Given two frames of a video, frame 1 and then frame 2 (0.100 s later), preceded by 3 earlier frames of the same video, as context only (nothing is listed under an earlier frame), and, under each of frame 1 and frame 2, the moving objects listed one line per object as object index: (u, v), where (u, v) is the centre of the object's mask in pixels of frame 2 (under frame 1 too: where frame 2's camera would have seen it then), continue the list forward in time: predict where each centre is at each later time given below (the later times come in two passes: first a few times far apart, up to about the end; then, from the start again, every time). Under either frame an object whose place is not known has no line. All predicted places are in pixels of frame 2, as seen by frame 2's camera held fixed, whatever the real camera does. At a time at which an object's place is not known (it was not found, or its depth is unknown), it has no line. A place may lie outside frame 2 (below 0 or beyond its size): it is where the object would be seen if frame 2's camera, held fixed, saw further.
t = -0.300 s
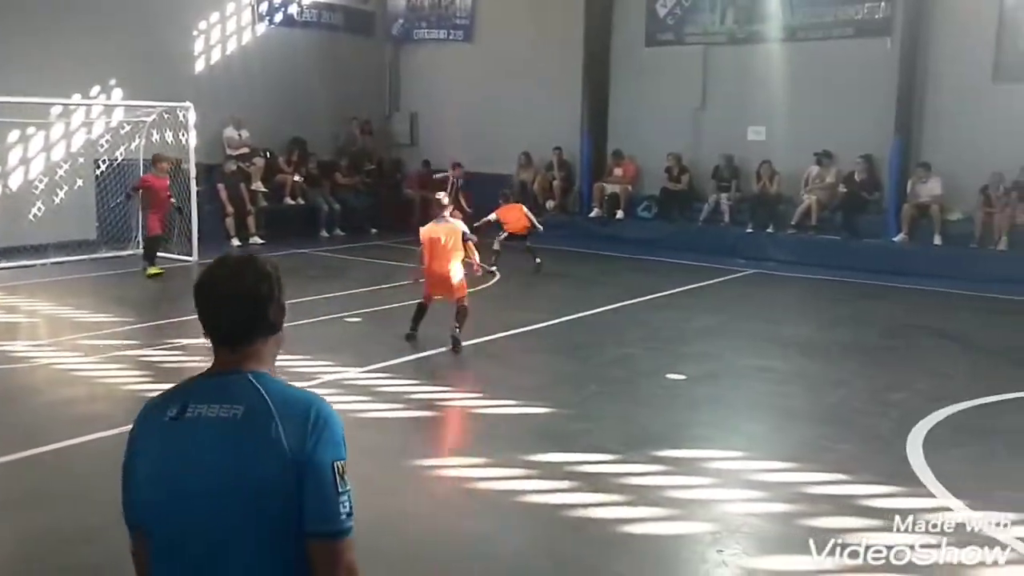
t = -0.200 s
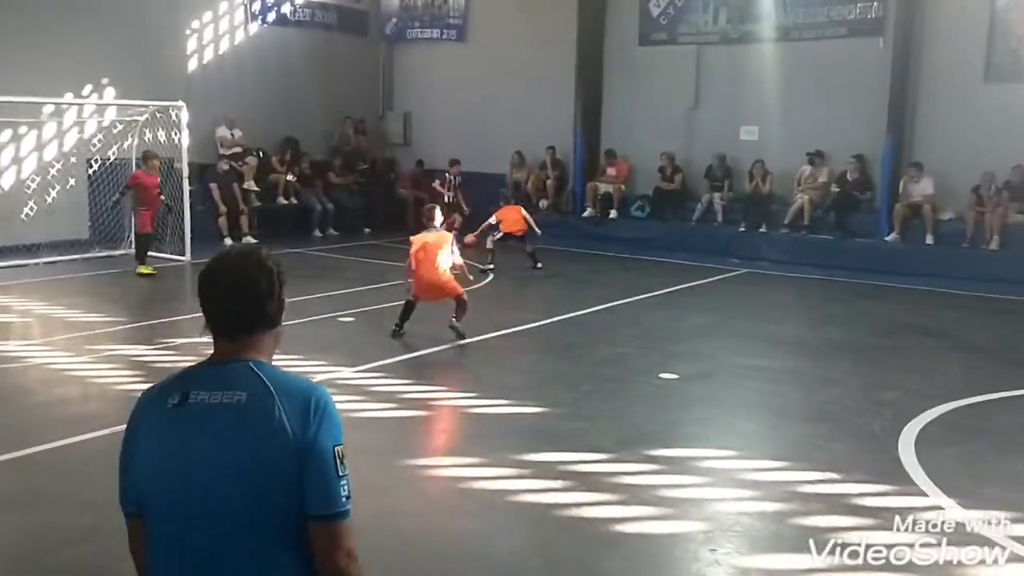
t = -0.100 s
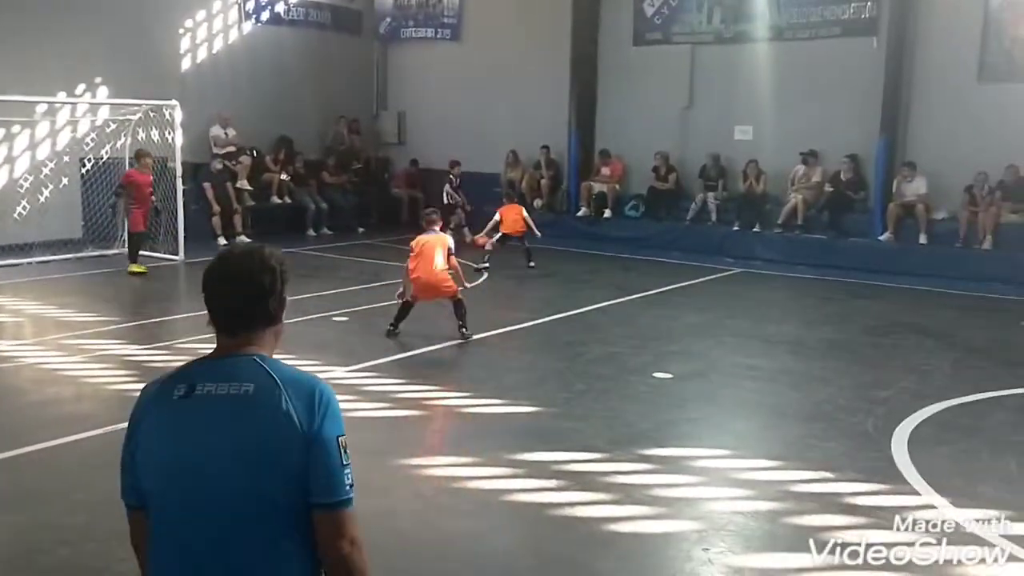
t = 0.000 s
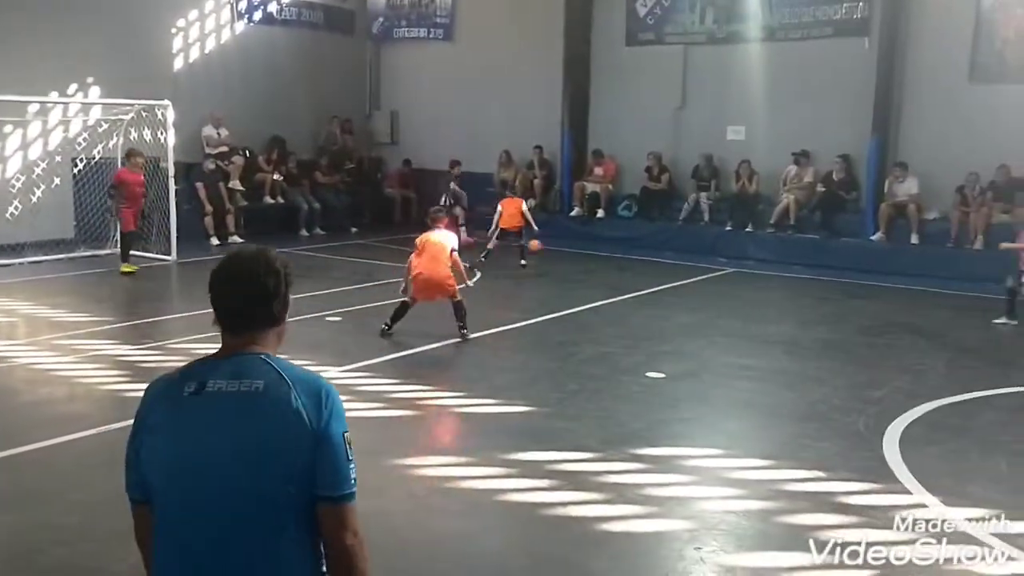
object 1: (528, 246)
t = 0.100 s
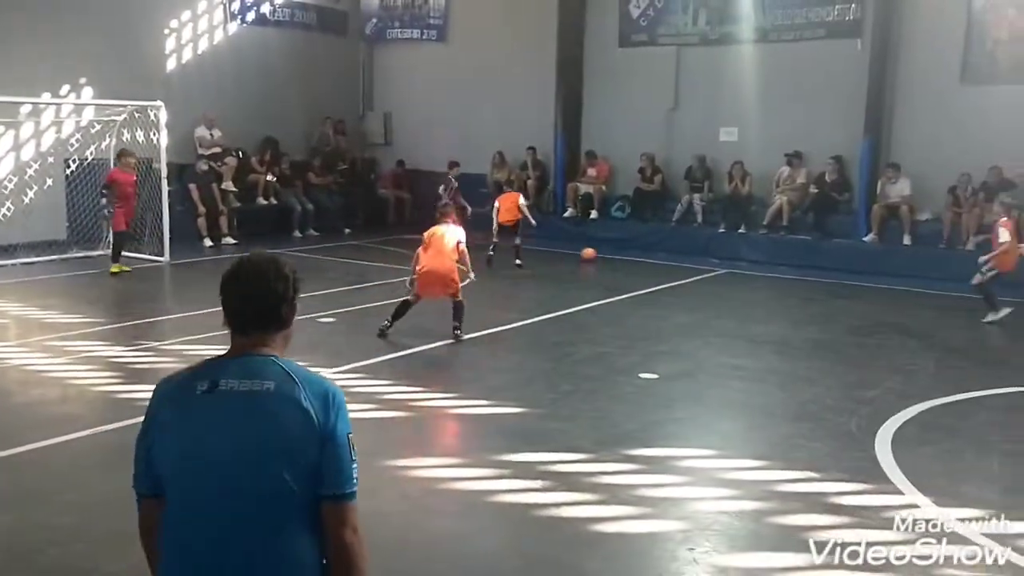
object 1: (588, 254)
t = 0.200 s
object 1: (647, 260)
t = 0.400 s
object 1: (766, 272)
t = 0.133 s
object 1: (608, 256)
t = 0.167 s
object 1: (628, 258)
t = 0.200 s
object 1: (647, 260)
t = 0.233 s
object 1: (667, 263)
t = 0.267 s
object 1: (688, 264)
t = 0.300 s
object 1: (708, 266)
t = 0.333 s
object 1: (726, 268)
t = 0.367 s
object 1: (747, 270)
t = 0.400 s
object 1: (766, 272)
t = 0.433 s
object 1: (785, 274)
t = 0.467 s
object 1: (804, 276)
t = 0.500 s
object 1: (822, 277)
